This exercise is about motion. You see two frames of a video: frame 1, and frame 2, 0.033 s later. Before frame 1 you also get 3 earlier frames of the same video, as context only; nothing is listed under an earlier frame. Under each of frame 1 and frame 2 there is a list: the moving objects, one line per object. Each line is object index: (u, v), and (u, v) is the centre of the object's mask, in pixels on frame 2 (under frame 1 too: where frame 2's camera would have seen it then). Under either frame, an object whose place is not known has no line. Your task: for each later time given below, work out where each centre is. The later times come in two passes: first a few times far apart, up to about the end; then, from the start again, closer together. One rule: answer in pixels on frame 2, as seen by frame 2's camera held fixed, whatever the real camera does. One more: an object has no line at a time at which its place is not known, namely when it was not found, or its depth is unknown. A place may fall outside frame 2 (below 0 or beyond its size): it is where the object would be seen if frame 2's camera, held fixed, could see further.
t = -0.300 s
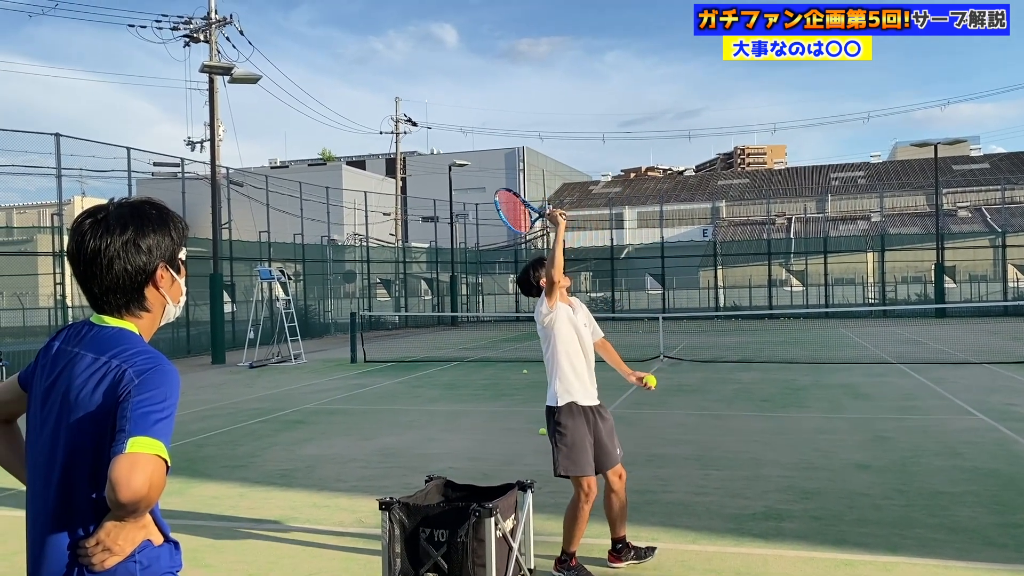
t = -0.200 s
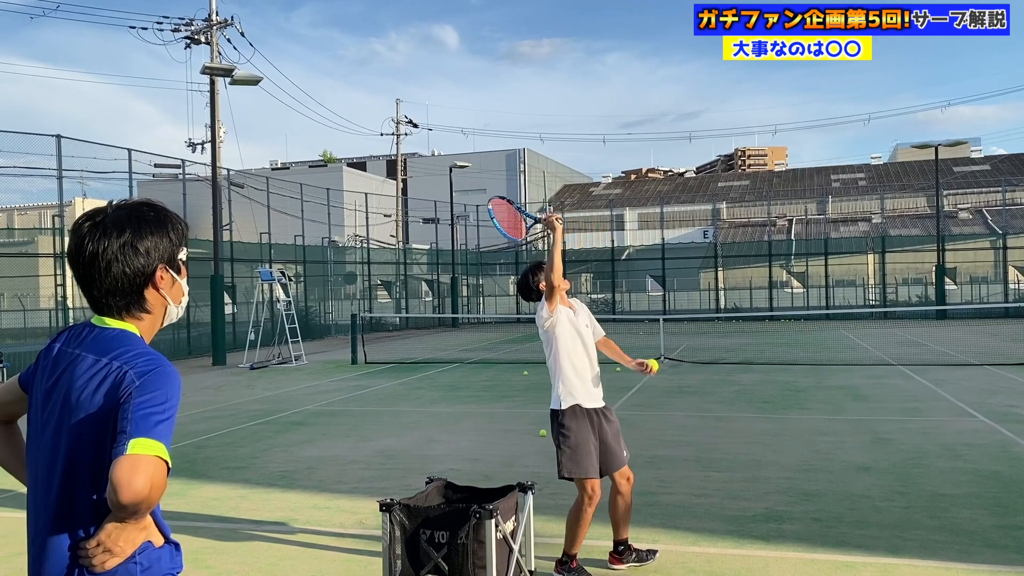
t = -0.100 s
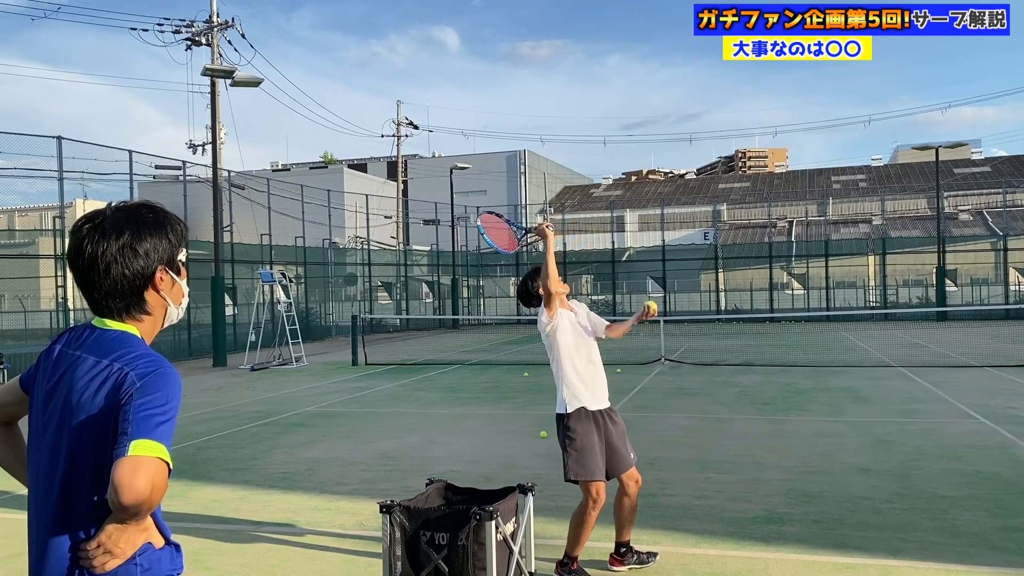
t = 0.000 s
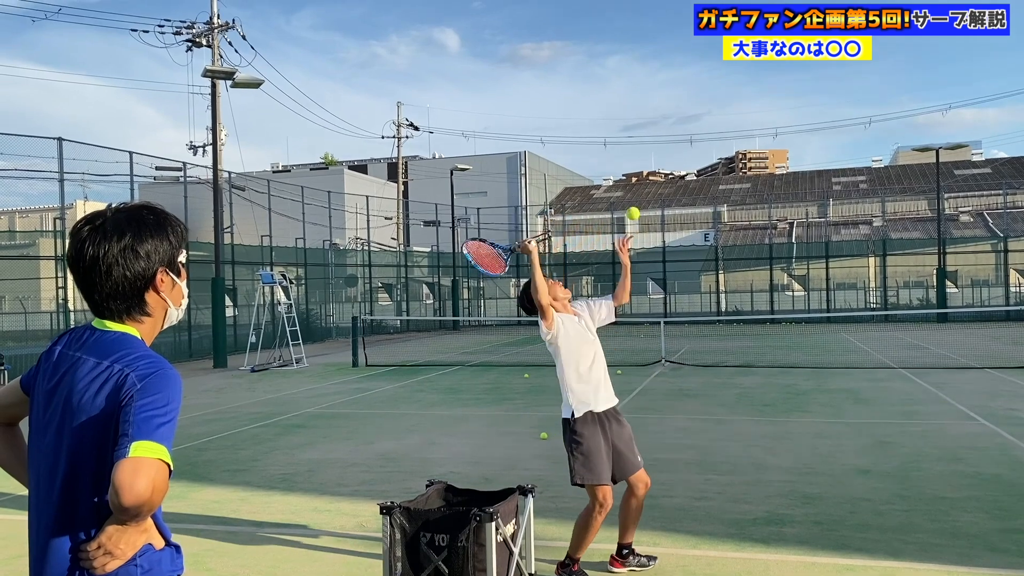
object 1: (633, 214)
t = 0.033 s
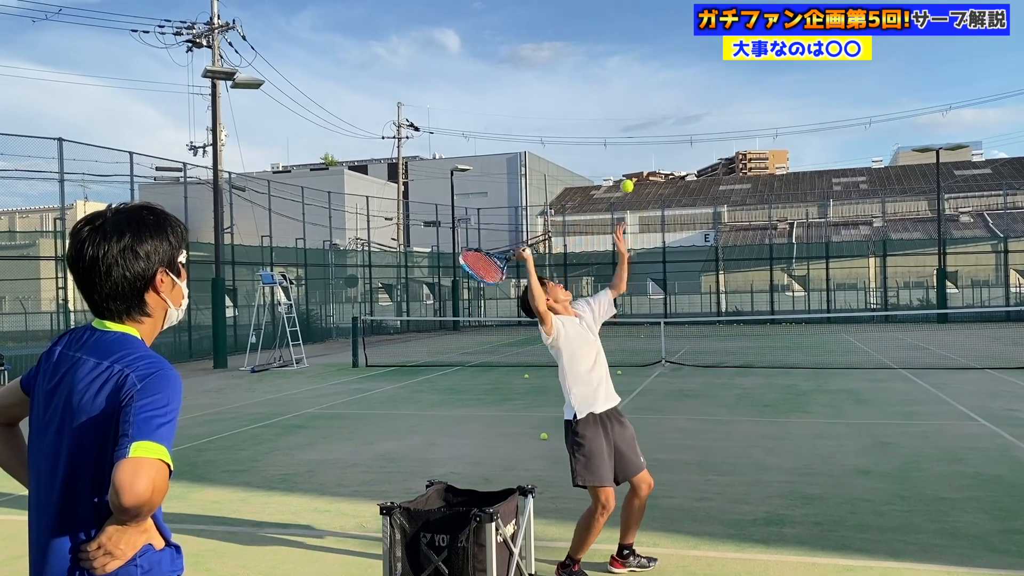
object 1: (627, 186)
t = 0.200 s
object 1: (598, 83)
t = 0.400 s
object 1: (568, 31)
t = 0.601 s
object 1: (542, 49)
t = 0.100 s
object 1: (615, 138)
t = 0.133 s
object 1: (609, 117)
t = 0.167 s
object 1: (604, 99)
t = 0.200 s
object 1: (598, 83)
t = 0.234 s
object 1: (593, 69)
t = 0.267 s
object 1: (588, 57)
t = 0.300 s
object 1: (582, 47)
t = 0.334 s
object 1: (578, 40)
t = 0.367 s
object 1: (573, 34)
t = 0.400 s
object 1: (568, 31)
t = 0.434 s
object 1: (563, 29)
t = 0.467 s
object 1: (559, 30)
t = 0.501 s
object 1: (555, 32)
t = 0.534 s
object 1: (550, 36)
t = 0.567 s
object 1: (546, 41)
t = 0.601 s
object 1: (542, 49)
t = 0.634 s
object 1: (538, 58)
